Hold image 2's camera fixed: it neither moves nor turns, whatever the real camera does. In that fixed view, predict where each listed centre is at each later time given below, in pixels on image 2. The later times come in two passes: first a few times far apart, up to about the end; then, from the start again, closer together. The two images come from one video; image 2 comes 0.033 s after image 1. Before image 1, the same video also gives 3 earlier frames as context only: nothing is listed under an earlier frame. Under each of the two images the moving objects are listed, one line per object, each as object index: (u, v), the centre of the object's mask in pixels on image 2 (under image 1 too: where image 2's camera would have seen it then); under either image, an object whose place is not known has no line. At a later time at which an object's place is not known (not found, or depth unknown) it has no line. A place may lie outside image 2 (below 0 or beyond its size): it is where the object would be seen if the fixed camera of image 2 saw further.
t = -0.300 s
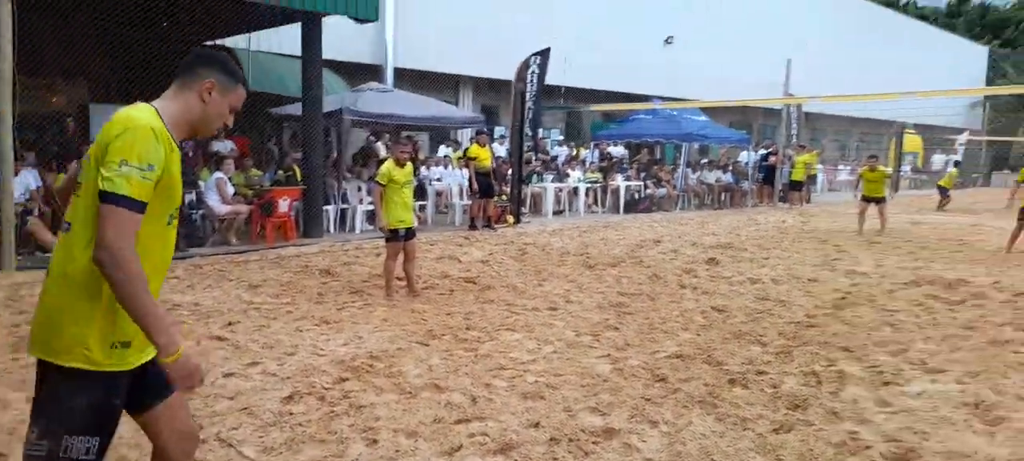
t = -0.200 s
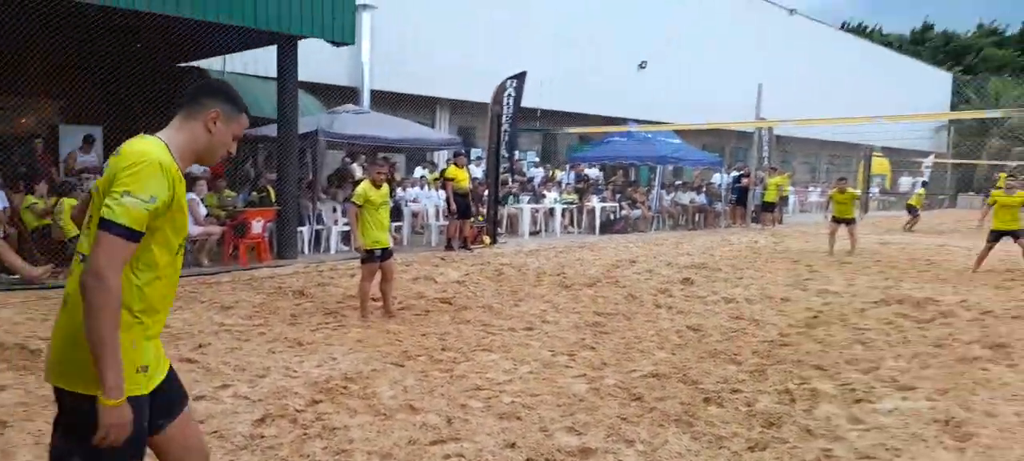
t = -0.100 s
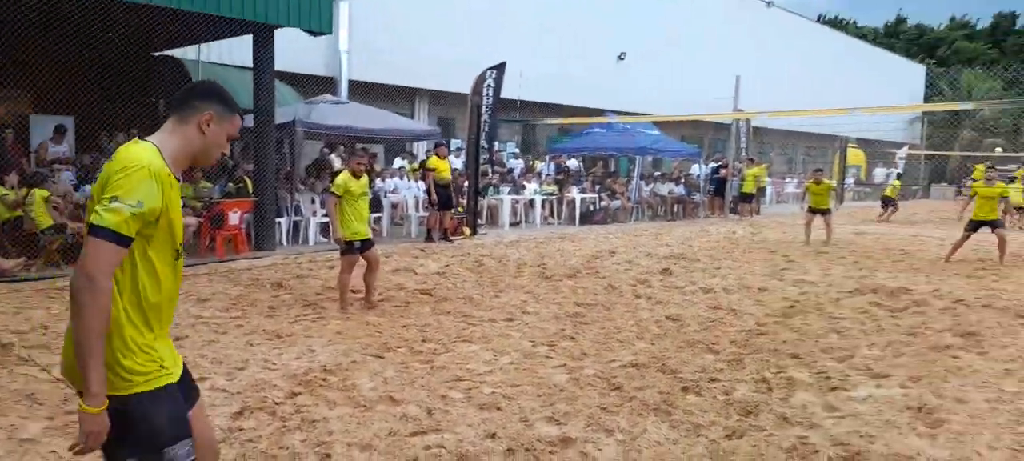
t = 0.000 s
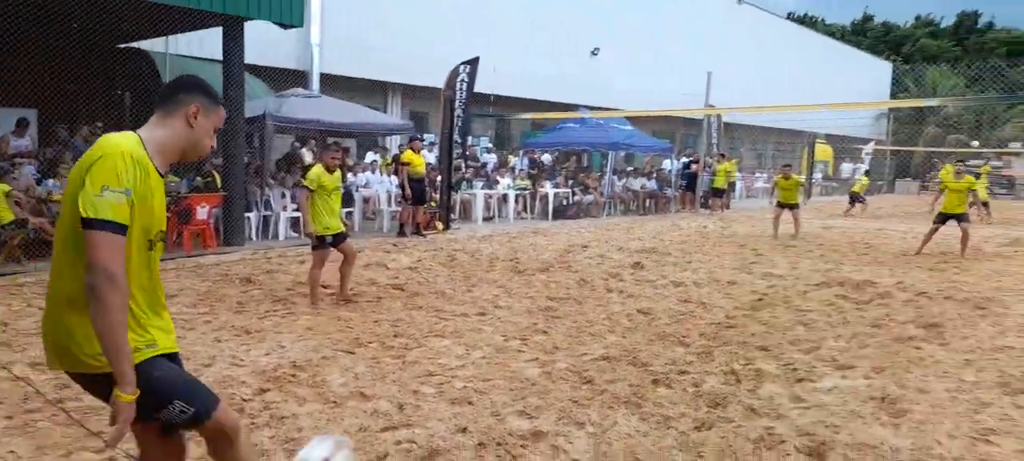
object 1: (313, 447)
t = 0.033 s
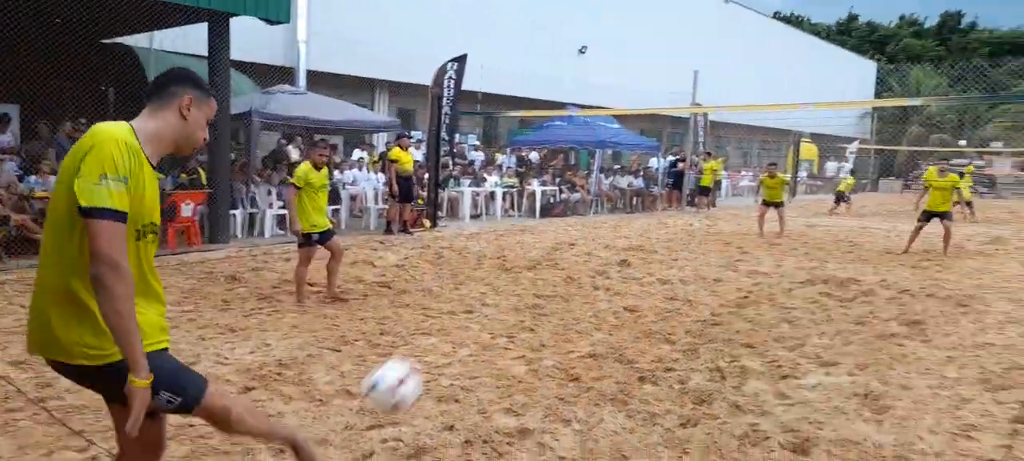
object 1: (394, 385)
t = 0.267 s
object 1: (749, 108)
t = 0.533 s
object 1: (928, 40)
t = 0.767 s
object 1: (1009, 62)
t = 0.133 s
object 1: (587, 223)
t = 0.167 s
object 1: (636, 187)
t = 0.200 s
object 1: (678, 155)
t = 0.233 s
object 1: (715, 129)
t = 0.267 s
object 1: (749, 108)
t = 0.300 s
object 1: (779, 89)
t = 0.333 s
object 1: (806, 76)
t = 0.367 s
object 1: (830, 65)
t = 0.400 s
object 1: (855, 55)
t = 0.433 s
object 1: (876, 49)
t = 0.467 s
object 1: (894, 44)
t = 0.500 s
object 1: (912, 41)
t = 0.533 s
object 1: (928, 40)
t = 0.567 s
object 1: (943, 40)
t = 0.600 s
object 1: (955, 41)
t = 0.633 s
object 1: (968, 44)
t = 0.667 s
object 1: (979, 47)
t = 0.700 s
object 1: (990, 52)
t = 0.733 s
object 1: (1000, 56)
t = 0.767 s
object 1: (1009, 62)
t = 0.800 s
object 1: (1018, 69)
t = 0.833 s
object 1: (1026, 76)
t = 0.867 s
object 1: (1033, 83)
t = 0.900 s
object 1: (1041, 88)
